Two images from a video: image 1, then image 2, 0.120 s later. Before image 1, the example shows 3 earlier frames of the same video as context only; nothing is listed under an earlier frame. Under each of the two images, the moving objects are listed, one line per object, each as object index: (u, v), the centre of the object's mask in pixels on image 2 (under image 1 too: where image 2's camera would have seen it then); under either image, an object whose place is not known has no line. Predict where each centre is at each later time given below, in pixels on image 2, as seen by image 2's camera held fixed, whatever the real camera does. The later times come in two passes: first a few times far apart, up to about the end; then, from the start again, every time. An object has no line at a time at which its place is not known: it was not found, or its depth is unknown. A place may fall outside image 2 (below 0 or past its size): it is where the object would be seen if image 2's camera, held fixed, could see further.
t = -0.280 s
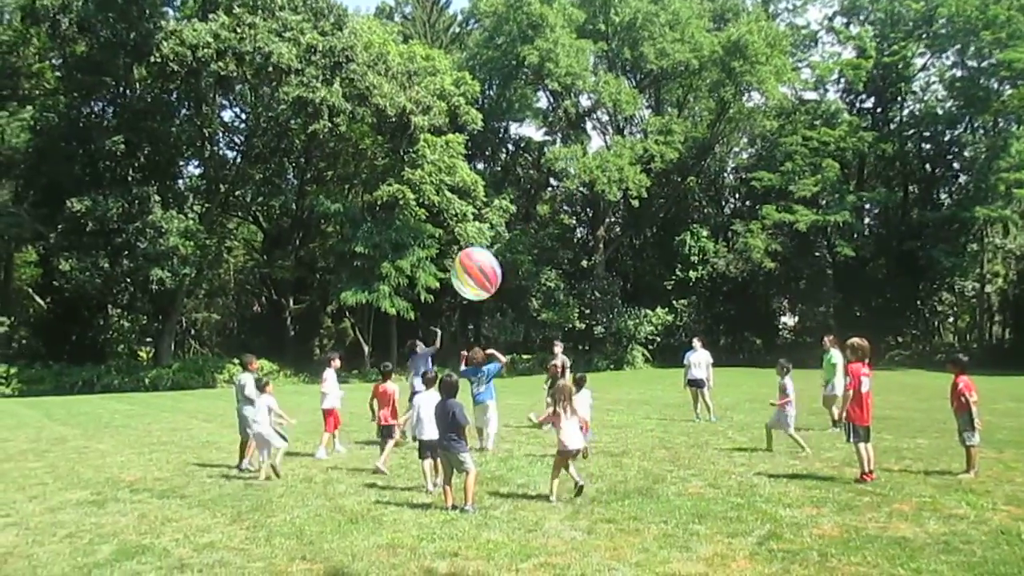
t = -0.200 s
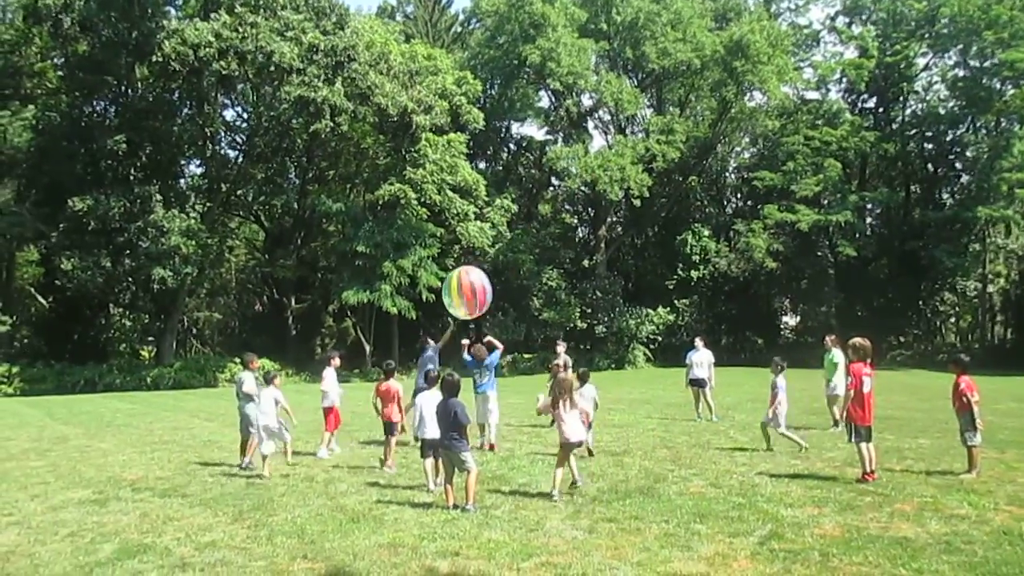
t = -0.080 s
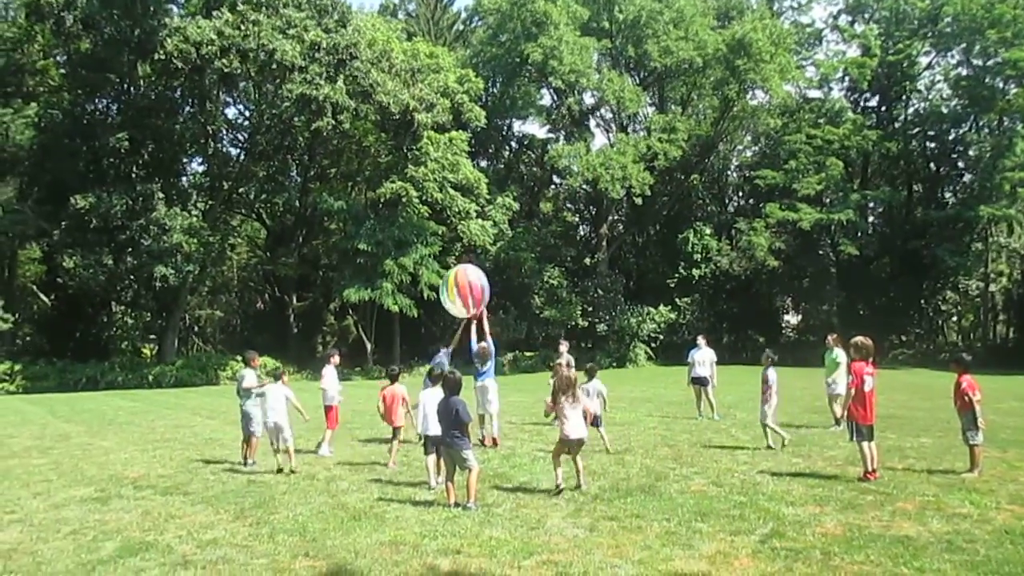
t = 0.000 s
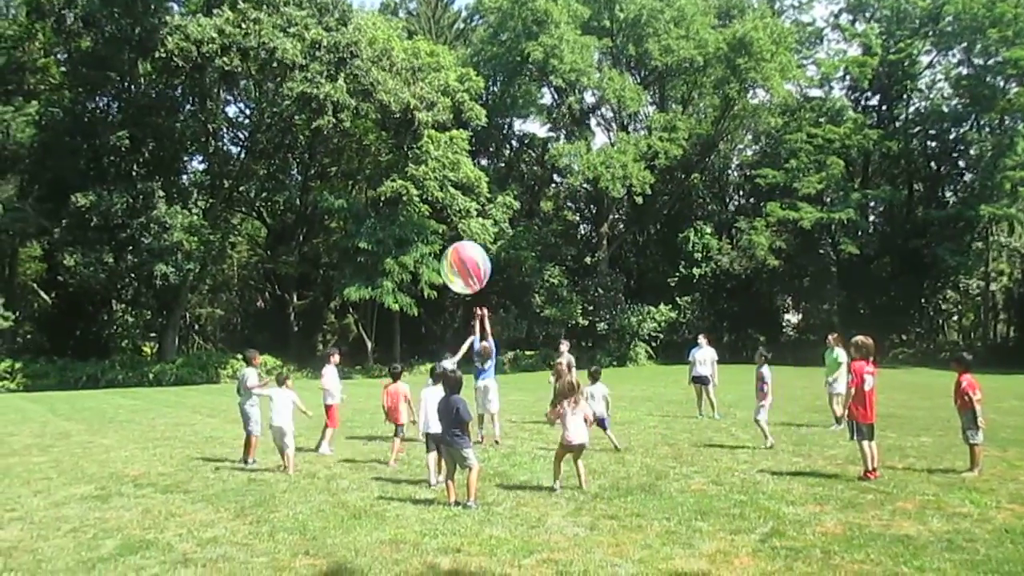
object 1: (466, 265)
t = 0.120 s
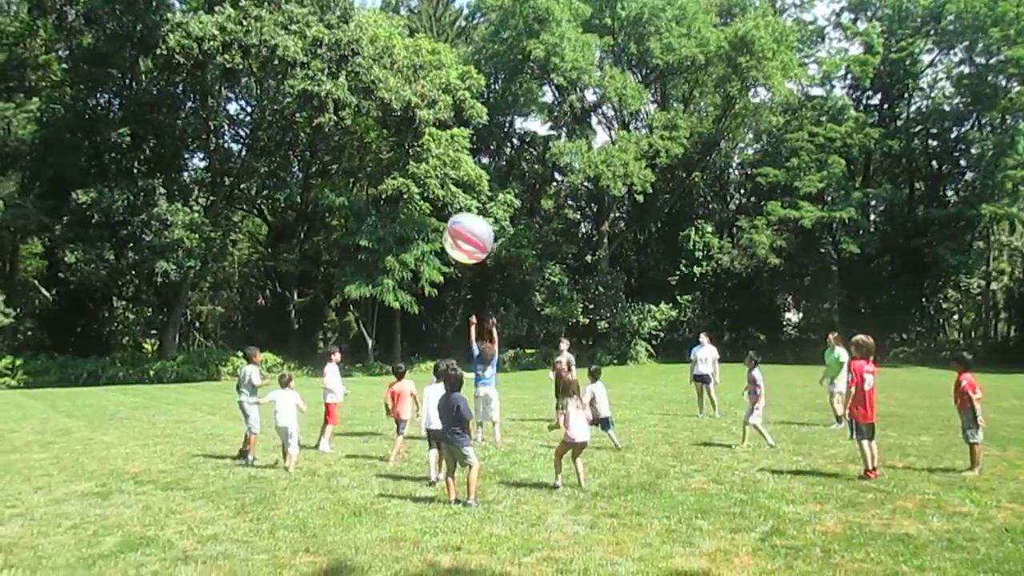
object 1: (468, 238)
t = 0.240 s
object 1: (470, 217)
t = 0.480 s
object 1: (475, 193)
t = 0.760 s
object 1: (482, 193)
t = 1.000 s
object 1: (488, 215)
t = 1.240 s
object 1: (498, 257)
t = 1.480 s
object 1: (510, 315)
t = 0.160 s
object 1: (469, 230)
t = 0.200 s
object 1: (469, 223)
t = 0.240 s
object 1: (470, 217)
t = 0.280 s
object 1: (471, 211)
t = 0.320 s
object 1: (471, 206)
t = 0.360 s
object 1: (472, 202)
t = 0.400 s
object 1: (473, 198)
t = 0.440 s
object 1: (474, 195)
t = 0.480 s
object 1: (475, 193)
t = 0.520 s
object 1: (476, 191)
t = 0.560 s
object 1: (477, 190)
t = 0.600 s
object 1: (478, 190)
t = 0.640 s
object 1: (479, 190)
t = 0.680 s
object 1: (480, 190)
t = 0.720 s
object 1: (480, 191)
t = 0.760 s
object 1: (482, 193)
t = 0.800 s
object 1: (482, 195)
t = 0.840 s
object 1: (483, 198)
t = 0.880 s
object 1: (484, 201)
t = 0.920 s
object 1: (486, 205)
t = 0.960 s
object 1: (487, 210)
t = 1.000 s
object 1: (488, 215)
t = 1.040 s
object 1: (490, 221)
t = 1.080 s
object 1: (491, 227)
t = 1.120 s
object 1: (493, 234)
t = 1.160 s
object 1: (494, 241)
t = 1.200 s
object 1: (496, 249)
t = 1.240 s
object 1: (498, 257)
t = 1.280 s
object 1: (500, 265)
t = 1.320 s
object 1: (501, 274)
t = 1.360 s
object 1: (503, 284)
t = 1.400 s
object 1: (505, 293)
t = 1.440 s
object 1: (507, 304)
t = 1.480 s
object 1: (510, 315)
